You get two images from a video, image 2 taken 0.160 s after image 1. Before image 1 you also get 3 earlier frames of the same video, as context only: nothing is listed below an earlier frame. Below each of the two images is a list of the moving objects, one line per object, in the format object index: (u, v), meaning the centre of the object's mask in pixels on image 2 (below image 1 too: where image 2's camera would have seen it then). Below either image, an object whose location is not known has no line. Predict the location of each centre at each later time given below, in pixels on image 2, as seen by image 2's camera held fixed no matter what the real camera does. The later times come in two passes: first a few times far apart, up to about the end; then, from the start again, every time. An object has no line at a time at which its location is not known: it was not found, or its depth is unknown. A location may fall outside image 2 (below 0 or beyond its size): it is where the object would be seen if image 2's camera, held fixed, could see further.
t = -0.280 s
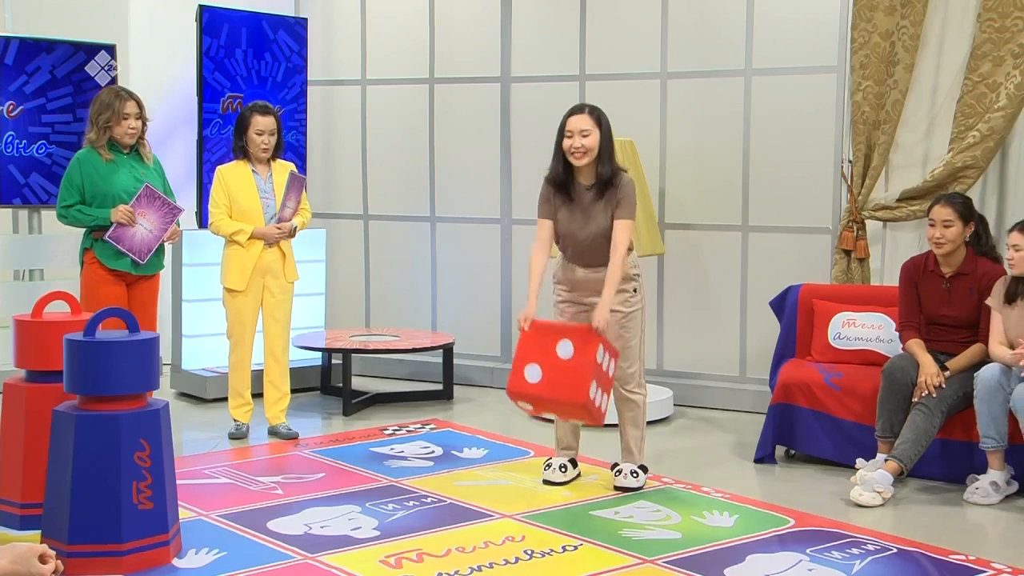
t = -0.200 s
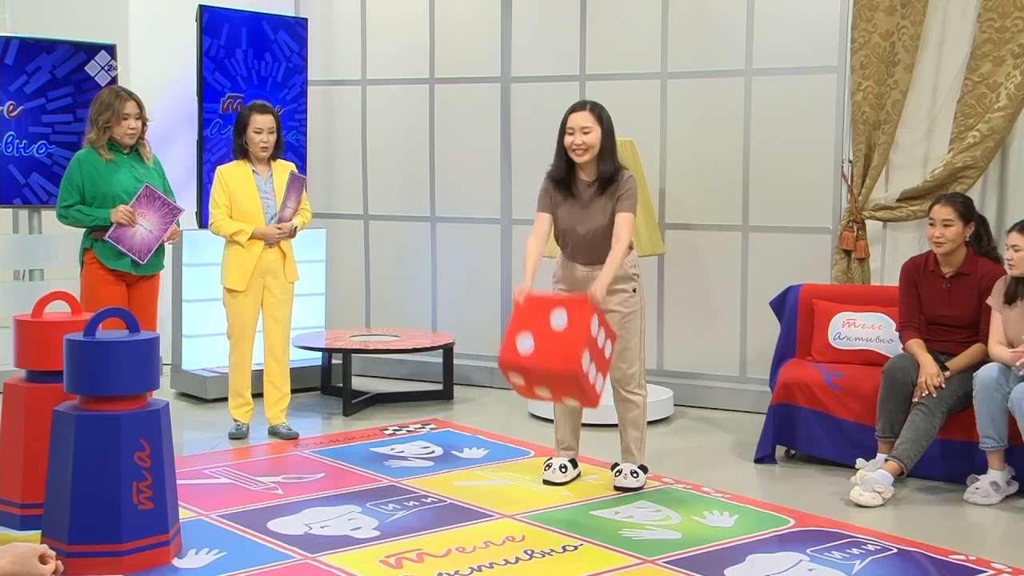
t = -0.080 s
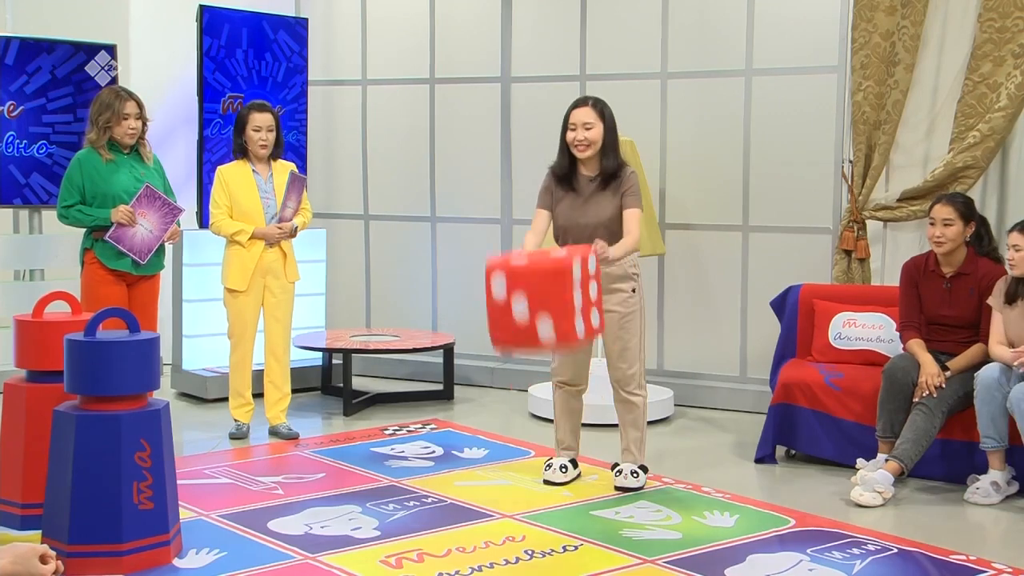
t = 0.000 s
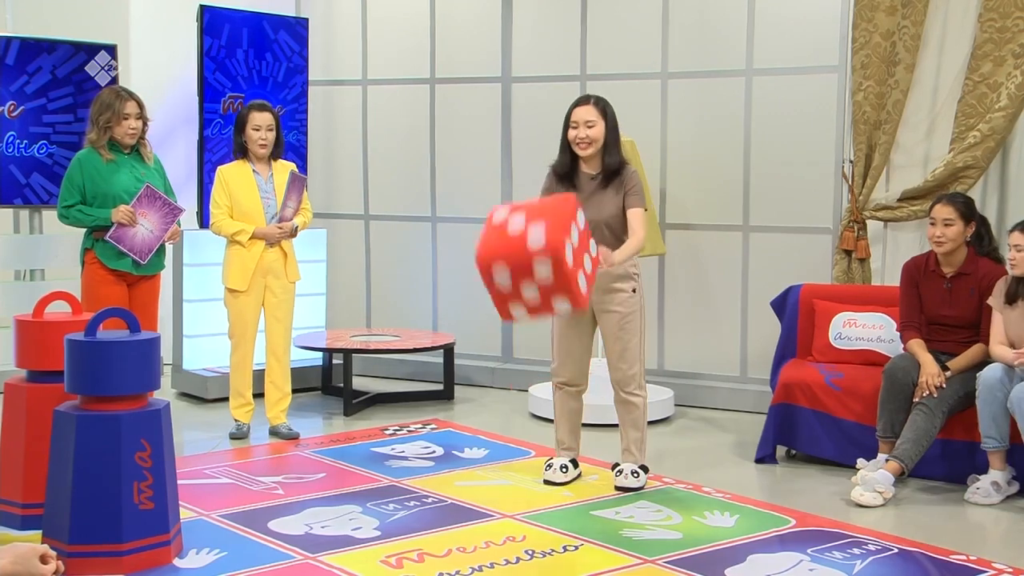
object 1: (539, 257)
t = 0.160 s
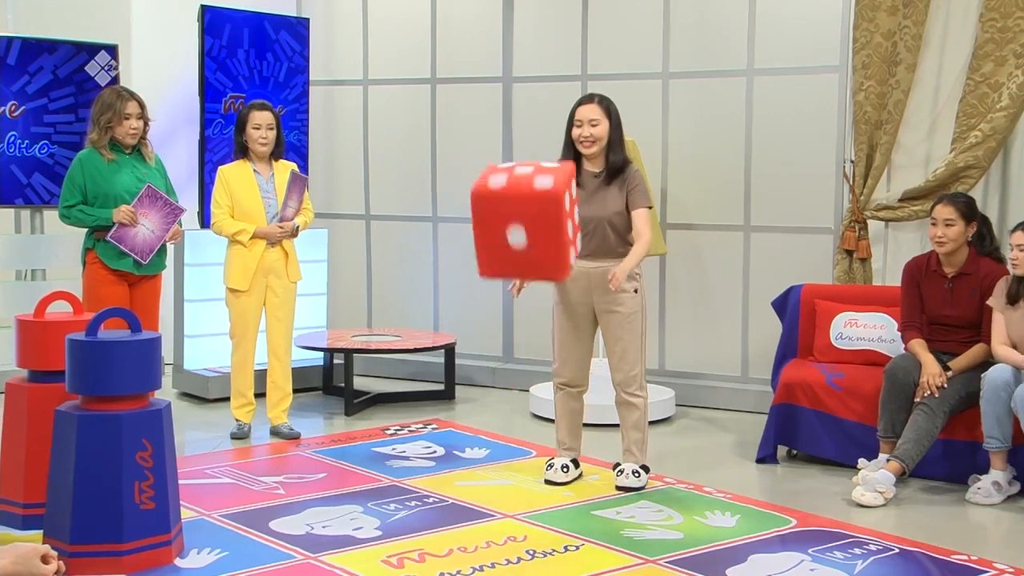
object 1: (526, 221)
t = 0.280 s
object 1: (516, 233)
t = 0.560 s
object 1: (492, 409)
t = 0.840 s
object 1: (480, 452)
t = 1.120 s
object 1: (474, 510)
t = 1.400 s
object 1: (431, 506)
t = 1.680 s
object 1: (437, 517)
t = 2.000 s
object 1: (444, 527)
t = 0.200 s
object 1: (522, 219)
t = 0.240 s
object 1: (519, 224)
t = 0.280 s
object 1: (516, 233)
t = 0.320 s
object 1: (512, 246)
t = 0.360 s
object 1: (510, 261)
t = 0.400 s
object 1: (506, 282)
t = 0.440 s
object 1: (502, 308)
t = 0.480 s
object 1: (499, 337)
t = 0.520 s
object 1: (495, 371)
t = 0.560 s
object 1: (492, 409)
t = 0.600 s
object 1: (486, 448)
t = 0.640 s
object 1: (485, 498)
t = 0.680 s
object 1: (484, 507)
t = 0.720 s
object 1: (484, 487)
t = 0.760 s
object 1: (483, 471)
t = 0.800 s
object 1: (481, 460)
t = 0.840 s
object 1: (480, 452)
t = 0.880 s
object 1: (479, 448)
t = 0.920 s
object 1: (478, 449)
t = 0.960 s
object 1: (477, 453)
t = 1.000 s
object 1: (476, 463)
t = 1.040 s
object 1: (476, 479)
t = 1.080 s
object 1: (477, 499)
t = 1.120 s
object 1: (474, 510)
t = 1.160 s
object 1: (466, 505)
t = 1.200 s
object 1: (458, 502)
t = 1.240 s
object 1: (450, 502)
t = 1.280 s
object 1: (442, 506)
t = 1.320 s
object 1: (436, 507)
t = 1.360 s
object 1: (433, 505)
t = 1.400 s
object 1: (431, 506)
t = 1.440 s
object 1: (429, 506)
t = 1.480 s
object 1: (429, 505)
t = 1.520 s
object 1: (429, 505)
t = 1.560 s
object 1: (430, 506)
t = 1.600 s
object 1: (432, 508)
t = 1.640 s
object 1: (434, 512)
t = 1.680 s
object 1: (437, 517)
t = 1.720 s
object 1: (441, 523)
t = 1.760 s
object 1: (443, 523)
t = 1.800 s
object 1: (445, 522)
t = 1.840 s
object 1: (446, 523)
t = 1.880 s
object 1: (446, 525)
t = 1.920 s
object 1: (446, 527)
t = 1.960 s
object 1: (444, 527)
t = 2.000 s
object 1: (444, 527)
